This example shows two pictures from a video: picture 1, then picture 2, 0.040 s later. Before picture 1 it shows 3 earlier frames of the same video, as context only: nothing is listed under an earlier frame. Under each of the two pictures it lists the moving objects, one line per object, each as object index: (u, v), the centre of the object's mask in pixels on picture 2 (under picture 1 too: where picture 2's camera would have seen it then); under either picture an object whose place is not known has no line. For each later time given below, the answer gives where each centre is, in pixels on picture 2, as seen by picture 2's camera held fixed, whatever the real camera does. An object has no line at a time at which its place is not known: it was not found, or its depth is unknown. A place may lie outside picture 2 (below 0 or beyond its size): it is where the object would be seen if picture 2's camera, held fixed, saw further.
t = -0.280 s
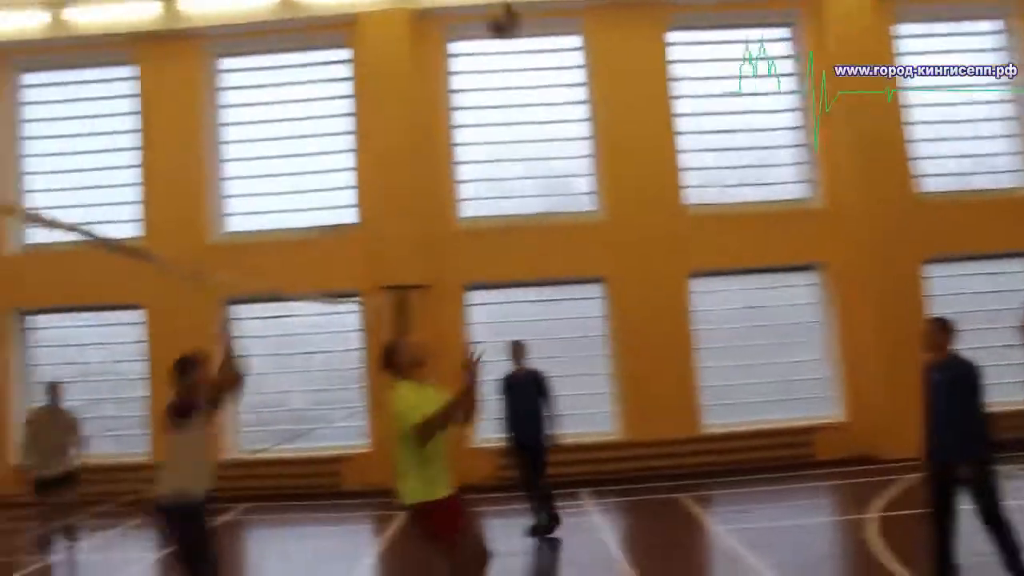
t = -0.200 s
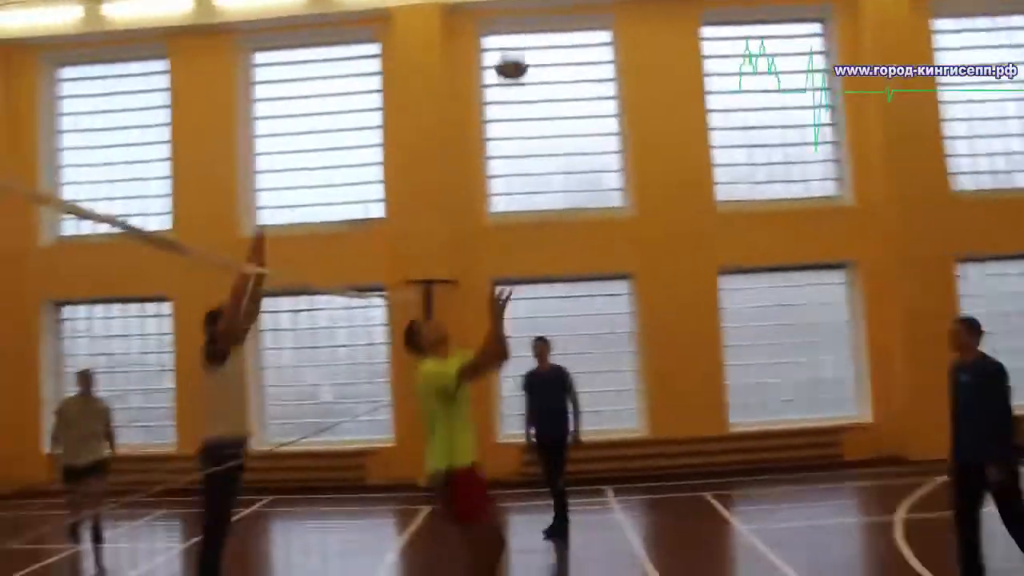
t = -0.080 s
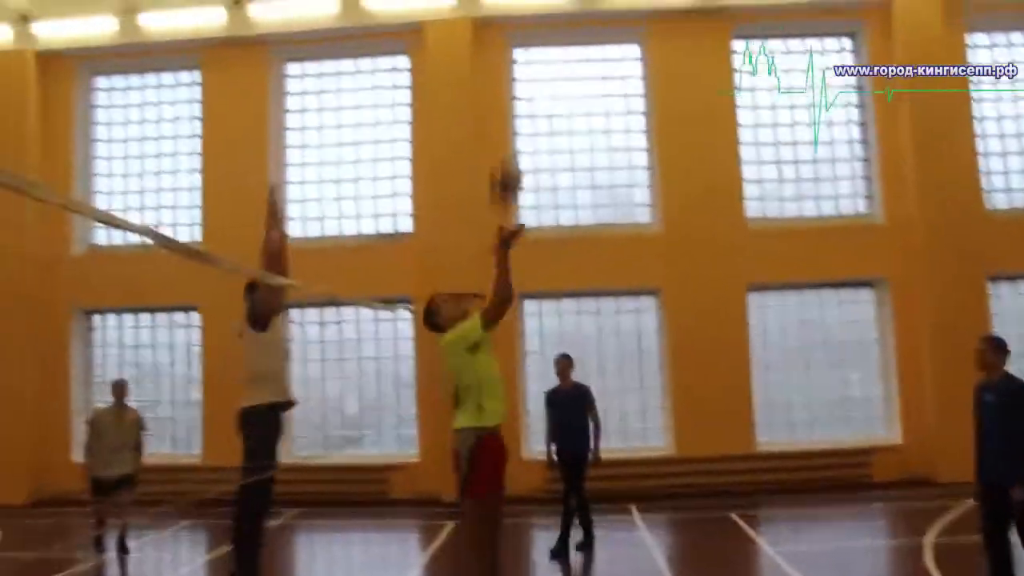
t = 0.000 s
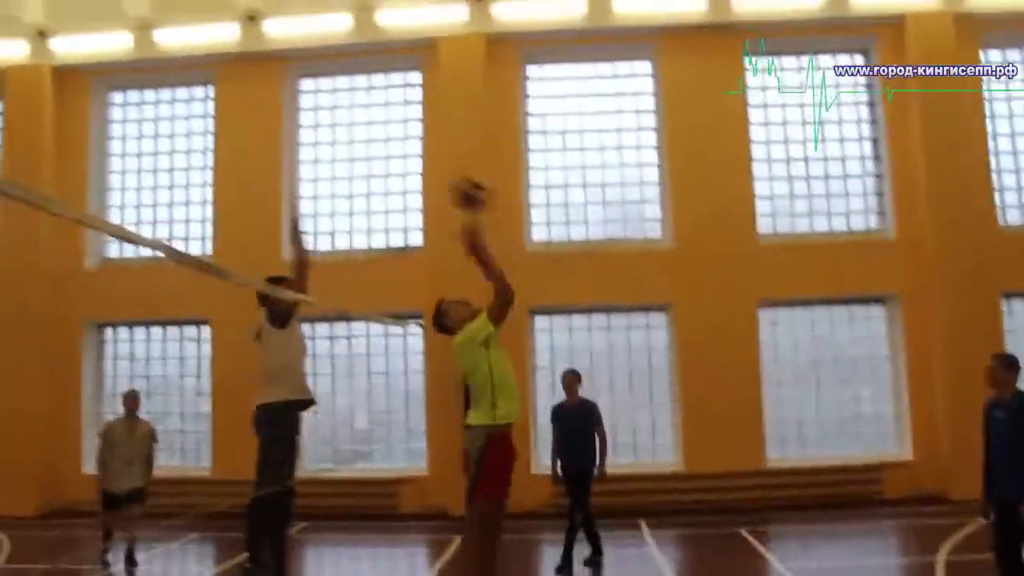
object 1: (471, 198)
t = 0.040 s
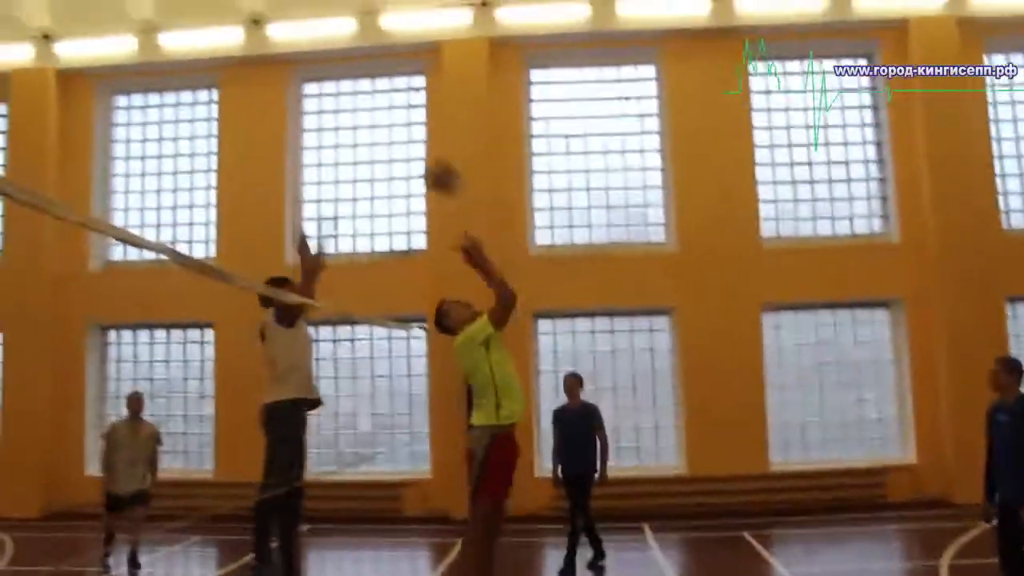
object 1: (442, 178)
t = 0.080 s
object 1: (410, 157)
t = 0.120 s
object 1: (380, 142)
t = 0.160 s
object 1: (352, 130)
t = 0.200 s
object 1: (325, 120)
